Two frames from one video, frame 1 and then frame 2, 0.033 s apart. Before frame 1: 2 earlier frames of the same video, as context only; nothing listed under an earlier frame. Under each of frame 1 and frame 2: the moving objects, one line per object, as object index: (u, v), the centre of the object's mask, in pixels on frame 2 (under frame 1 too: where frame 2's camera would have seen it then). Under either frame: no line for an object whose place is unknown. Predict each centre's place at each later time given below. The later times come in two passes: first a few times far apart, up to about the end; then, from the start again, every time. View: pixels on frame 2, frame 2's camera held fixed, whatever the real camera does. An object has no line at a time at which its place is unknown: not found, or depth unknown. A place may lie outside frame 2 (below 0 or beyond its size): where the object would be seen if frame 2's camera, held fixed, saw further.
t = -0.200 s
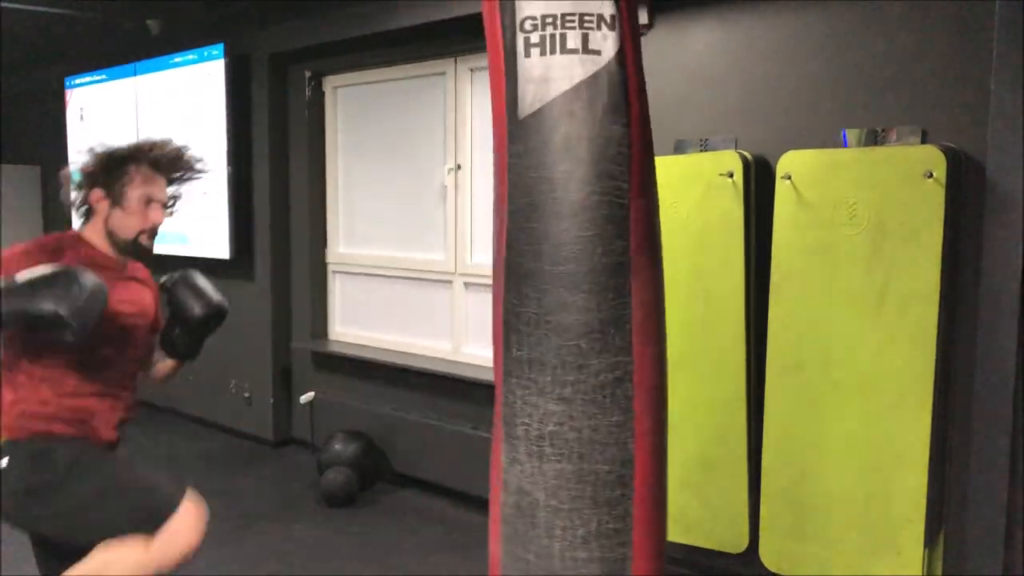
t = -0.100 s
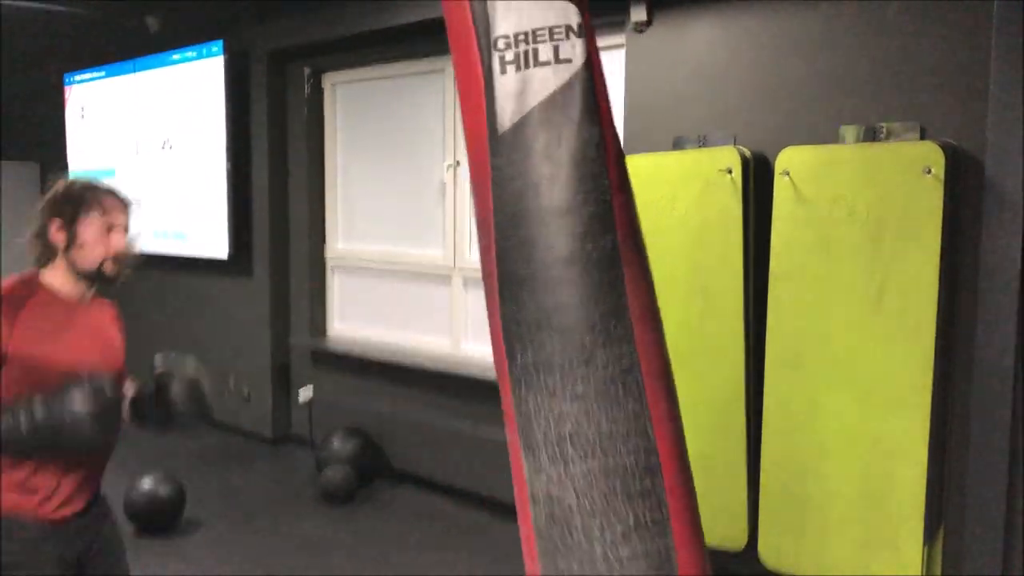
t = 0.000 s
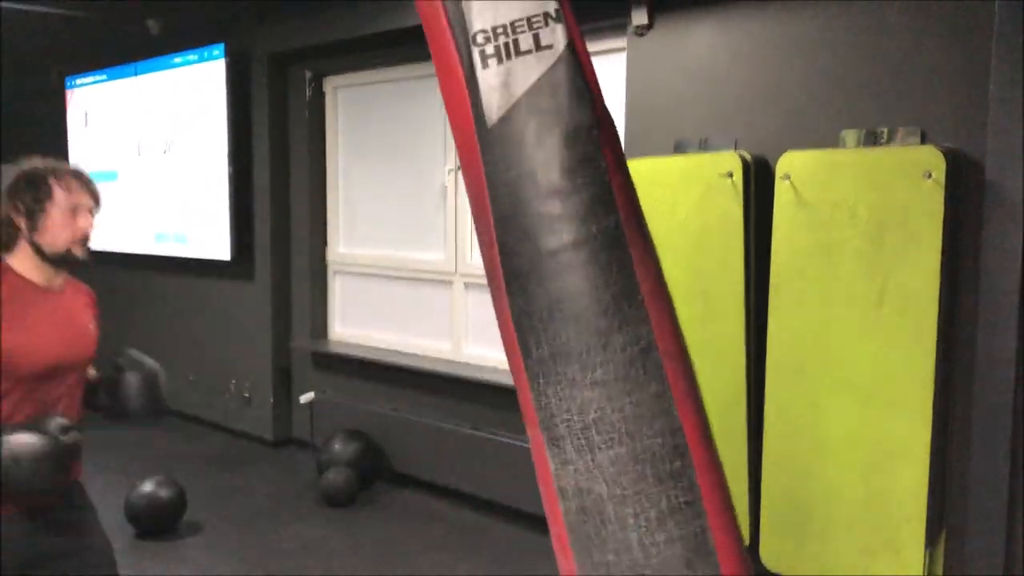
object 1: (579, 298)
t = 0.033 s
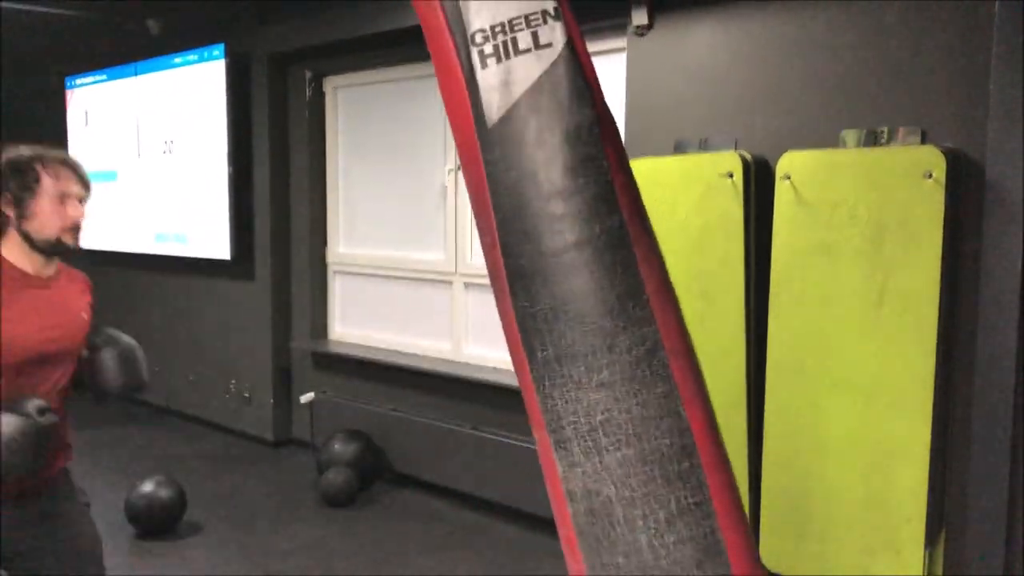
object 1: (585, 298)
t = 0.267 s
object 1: (664, 299)
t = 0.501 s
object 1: (632, 298)
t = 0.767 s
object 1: (586, 298)
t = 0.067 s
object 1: (592, 298)
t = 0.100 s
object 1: (601, 298)
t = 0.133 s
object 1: (614, 297)
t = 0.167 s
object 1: (629, 298)
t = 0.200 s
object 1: (642, 298)
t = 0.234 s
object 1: (655, 300)
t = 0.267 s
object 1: (664, 299)
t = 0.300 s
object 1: (670, 298)
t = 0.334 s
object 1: (672, 300)
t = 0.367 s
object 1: (670, 297)
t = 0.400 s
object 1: (665, 296)
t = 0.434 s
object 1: (658, 297)
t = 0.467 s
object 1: (646, 298)
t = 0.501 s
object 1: (632, 298)
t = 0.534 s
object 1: (622, 298)
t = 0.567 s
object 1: (612, 297)
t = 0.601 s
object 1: (603, 297)
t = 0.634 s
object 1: (596, 297)
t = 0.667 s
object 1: (591, 296)
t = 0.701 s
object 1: (588, 297)
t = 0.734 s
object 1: (587, 298)
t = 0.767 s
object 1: (586, 298)
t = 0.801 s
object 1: (585, 298)
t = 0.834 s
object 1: (579, 297)
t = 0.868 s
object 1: (572, 297)
